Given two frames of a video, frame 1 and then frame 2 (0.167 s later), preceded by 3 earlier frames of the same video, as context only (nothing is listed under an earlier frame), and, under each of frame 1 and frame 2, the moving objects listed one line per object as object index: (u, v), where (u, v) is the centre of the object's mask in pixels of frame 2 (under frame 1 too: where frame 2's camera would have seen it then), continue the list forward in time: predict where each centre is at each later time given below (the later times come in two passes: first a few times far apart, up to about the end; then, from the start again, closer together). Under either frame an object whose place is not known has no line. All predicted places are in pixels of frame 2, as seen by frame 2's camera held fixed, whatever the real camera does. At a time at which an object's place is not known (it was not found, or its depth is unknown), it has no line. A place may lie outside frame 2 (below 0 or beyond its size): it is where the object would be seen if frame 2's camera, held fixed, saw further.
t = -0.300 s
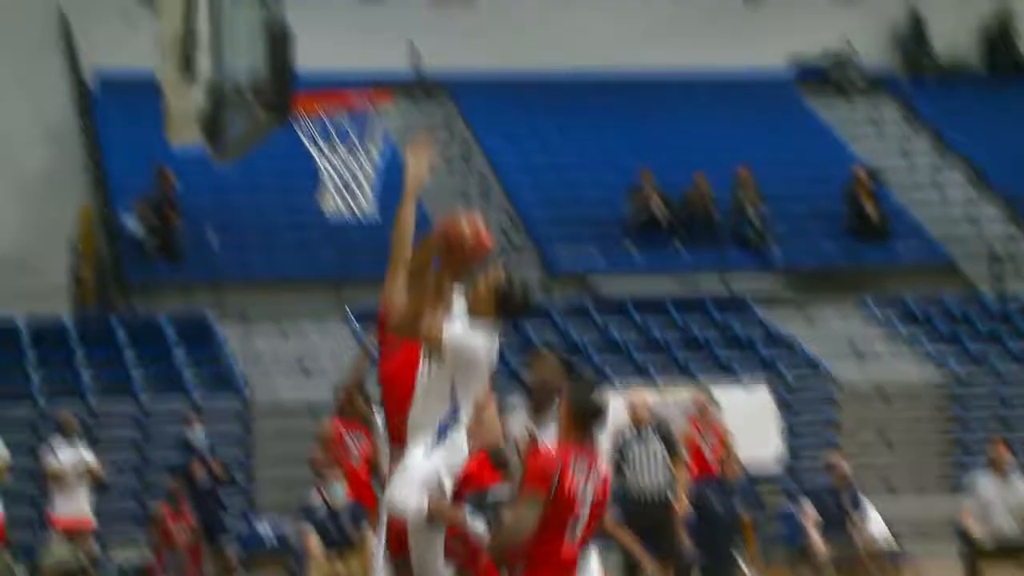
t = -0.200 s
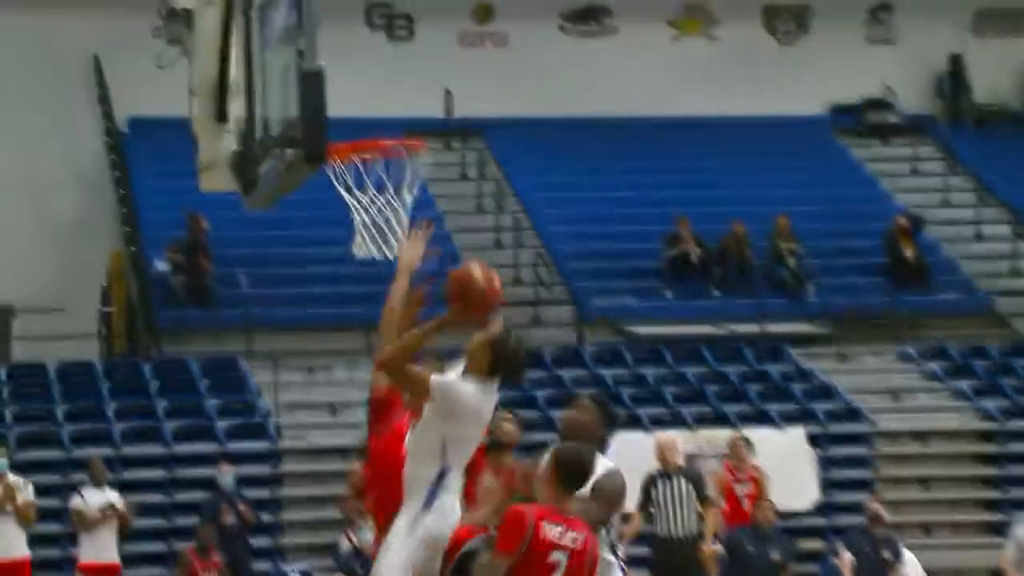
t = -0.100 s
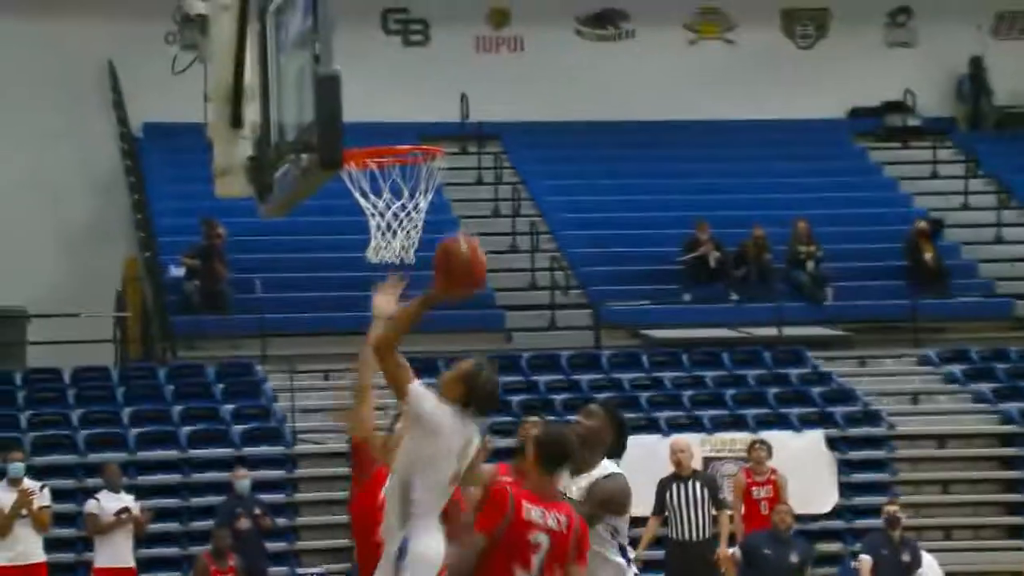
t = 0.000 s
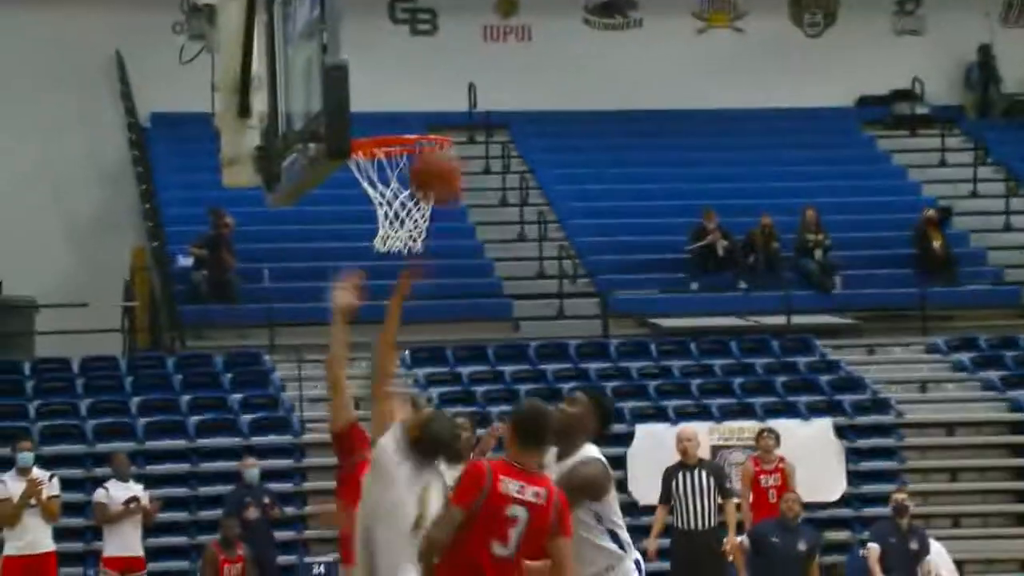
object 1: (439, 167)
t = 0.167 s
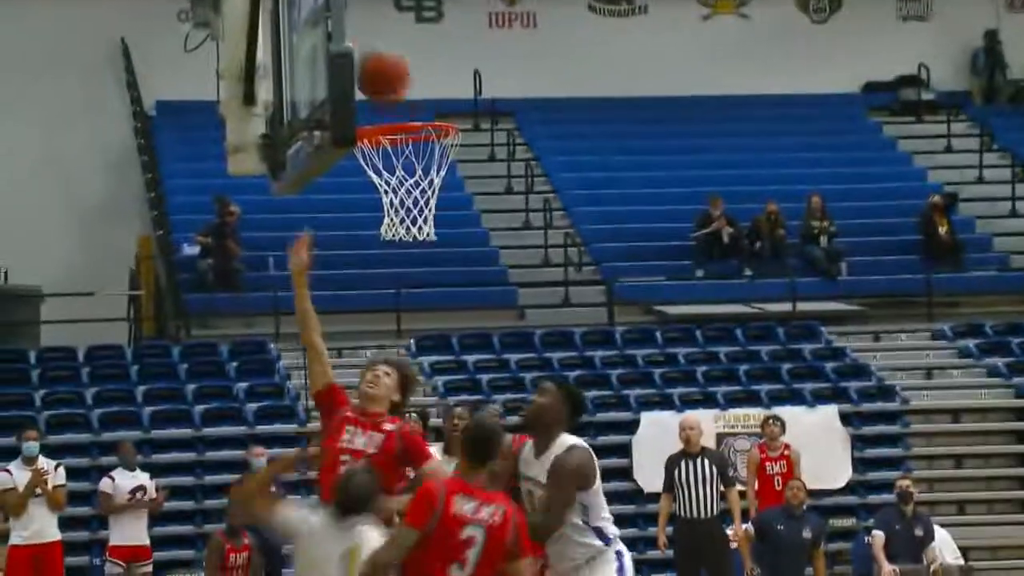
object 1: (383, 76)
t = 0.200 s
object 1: (375, 66)
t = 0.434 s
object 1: (369, 74)
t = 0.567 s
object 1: (395, 110)
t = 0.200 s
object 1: (375, 66)
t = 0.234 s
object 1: (368, 59)
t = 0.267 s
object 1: (363, 53)
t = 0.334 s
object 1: (361, 51)
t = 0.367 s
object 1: (364, 58)
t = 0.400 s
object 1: (367, 65)
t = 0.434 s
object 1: (369, 74)
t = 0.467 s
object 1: (371, 86)
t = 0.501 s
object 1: (375, 99)
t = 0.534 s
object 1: (380, 108)
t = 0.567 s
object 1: (395, 110)
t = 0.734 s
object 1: (418, 138)
